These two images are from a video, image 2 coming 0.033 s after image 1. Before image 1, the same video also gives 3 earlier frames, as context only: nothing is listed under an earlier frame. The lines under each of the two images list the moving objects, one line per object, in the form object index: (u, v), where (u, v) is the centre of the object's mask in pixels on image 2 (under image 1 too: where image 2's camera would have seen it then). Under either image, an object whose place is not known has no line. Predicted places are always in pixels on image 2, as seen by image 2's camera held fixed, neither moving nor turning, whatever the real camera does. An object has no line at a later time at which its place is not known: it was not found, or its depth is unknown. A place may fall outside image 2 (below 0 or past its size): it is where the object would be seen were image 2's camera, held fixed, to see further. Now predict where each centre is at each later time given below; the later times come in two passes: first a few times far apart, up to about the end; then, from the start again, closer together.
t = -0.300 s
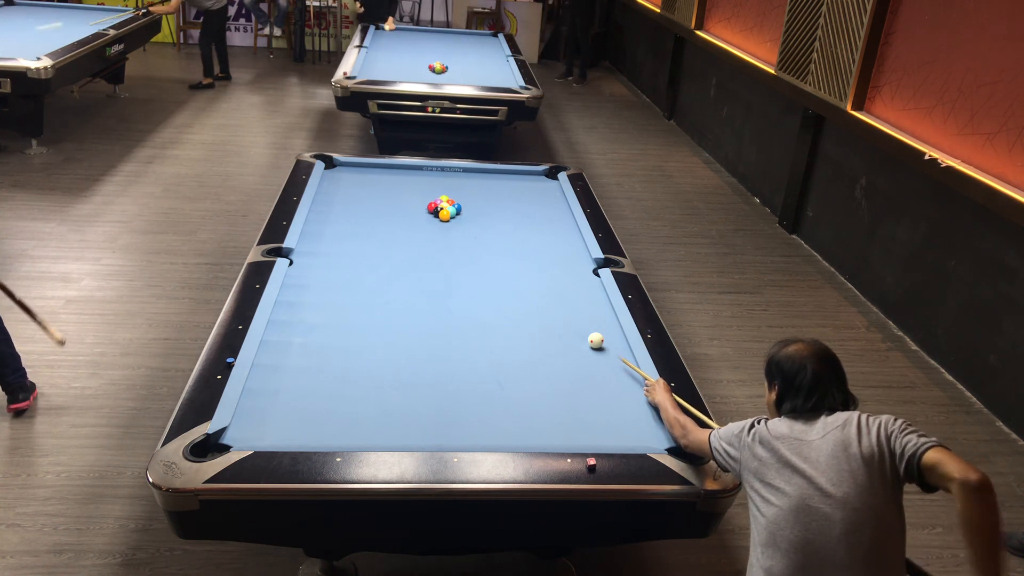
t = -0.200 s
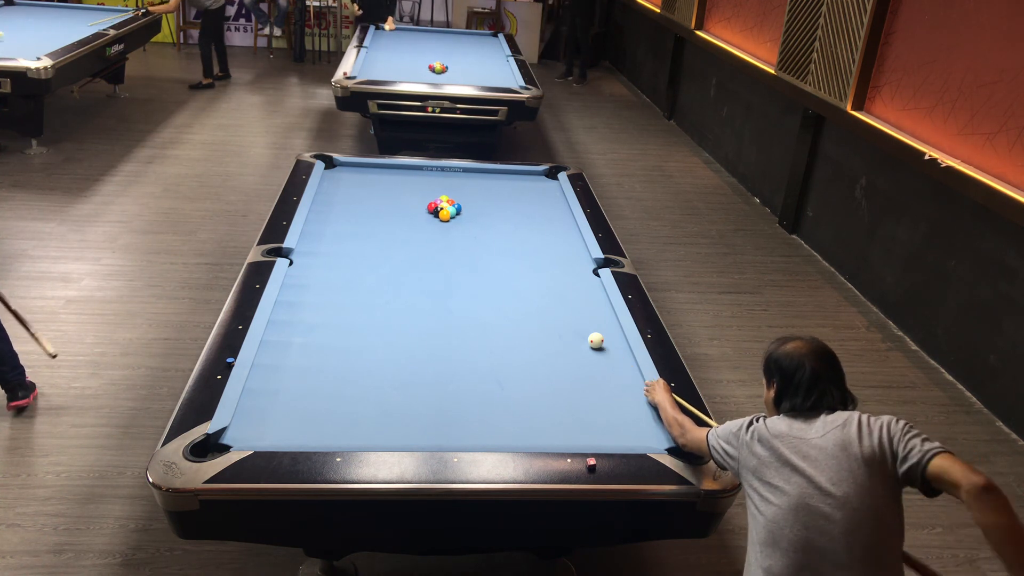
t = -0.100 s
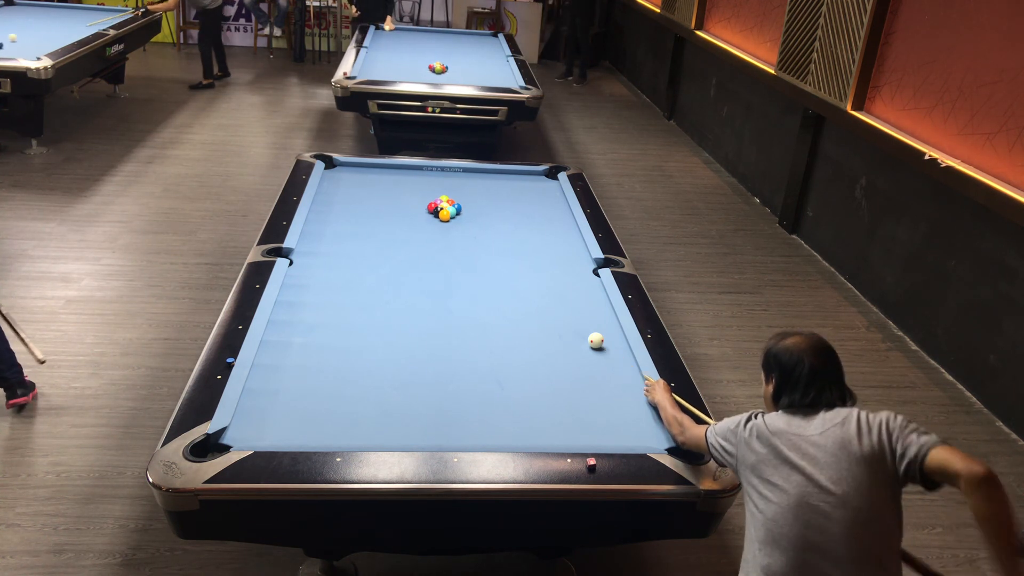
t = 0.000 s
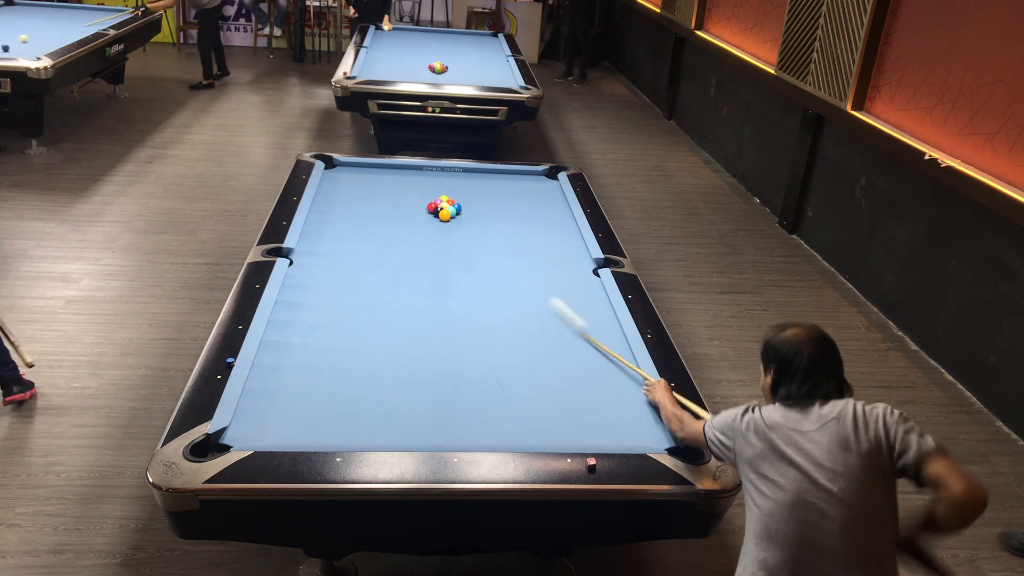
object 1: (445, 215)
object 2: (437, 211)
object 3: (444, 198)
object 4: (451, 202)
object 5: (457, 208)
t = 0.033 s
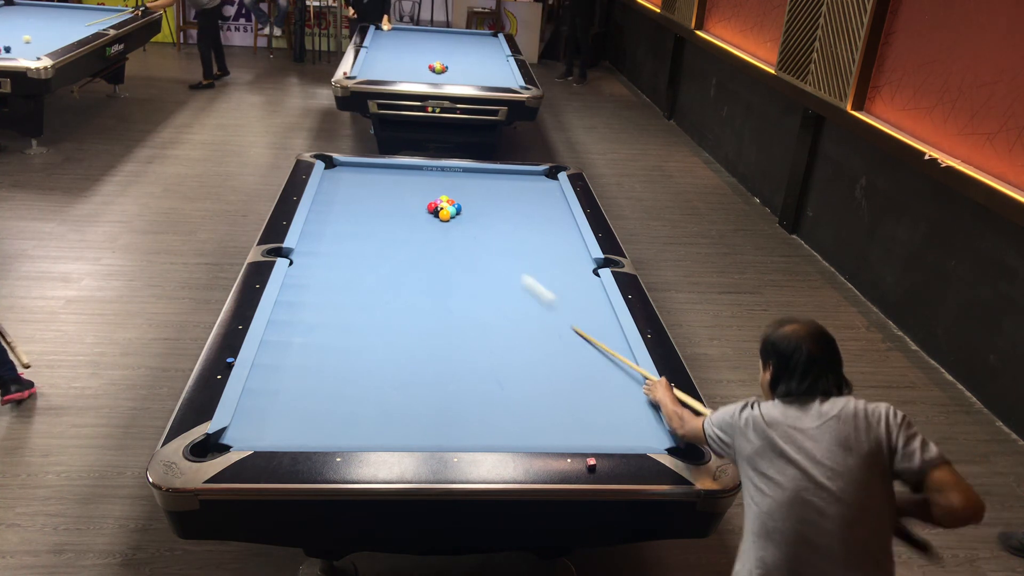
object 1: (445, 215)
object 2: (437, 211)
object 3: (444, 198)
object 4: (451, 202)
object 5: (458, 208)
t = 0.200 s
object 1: (435, 218)
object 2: (426, 211)
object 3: (451, 194)
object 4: (454, 201)
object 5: (462, 206)
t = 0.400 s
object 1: (401, 230)
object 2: (382, 213)
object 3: (480, 174)
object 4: (470, 193)
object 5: (483, 199)
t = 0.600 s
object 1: (367, 243)
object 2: (340, 215)
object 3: (497, 179)
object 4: (483, 186)
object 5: (502, 193)
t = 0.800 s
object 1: (329, 257)
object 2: (320, 218)
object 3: (506, 184)
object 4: (496, 179)
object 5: (528, 190)
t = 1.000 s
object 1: (295, 272)
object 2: (339, 225)
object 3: (506, 185)
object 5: (557, 191)
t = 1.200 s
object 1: (309, 284)
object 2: (357, 231)
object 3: (505, 185)
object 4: (537, 177)
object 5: (541, 190)
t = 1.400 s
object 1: (322, 296)
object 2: (376, 238)
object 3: (505, 186)
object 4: (532, 178)
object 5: (525, 190)
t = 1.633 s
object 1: (339, 310)
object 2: (397, 246)
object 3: (503, 183)
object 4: (529, 182)
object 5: (509, 190)
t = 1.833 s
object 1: (352, 322)
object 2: (415, 252)
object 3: (499, 182)
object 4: (528, 183)
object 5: (499, 191)
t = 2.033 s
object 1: (367, 335)
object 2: (433, 259)
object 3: (495, 182)
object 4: (526, 186)
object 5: (490, 192)
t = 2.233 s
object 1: (381, 348)
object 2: (450, 266)
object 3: (492, 181)
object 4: (525, 187)
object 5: (481, 193)
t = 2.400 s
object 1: (393, 359)
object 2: (465, 271)
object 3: (489, 180)
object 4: (524, 189)
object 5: (474, 194)
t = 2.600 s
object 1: (408, 373)
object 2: (482, 278)
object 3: (487, 179)
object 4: (522, 190)
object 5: (467, 195)
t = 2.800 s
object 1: (422, 387)
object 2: (499, 284)
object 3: (485, 178)
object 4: (522, 192)
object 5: (459, 196)
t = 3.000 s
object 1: (437, 401)
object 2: (516, 290)
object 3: (483, 178)
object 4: (521, 193)
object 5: (453, 197)
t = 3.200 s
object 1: (452, 415)
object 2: (533, 296)
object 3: (482, 177)
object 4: (520, 194)
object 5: (447, 197)
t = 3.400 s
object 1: (466, 430)
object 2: (549, 302)
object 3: (481, 177)
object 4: (520, 195)
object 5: (440, 198)
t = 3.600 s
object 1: (480, 436)
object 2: (565, 308)
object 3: (481, 177)
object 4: (519, 195)
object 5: (436, 199)
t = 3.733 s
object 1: (486, 433)
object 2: (575, 312)
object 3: (481, 177)
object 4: (519, 196)
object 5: (433, 200)
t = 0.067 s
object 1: (444, 215)
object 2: (437, 211)
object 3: (444, 198)
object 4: (451, 202)
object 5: (458, 208)
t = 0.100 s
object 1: (445, 215)
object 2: (437, 211)
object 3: (444, 198)
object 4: (451, 202)
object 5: (458, 208)
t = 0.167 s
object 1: (442, 215)
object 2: (432, 210)
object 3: (446, 197)
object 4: (451, 201)
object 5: (459, 207)
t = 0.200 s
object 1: (435, 218)
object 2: (426, 211)
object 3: (451, 194)
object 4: (454, 201)
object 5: (462, 206)
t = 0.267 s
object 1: (423, 222)
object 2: (410, 212)
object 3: (462, 187)
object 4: (460, 199)
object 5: (470, 204)
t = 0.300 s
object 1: (417, 225)
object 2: (403, 213)
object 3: (467, 183)
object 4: (462, 197)
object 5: (473, 203)
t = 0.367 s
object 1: (406, 229)
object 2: (389, 213)
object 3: (476, 177)
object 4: (467, 195)
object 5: (480, 200)
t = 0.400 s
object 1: (401, 230)
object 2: (382, 213)
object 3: (480, 174)
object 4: (470, 193)
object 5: (483, 199)
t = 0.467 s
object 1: (389, 235)
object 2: (368, 214)
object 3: (487, 171)
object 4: (474, 191)
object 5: (490, 197)
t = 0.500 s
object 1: (384, 237)
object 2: (361, 214)
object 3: (489, 173)
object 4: (477, 189)
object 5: (493, 196)
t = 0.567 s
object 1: (372, 241)
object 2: (347, 215)
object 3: (495, 177)
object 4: (481, 187)
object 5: (500, 193)
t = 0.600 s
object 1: (367, 243)
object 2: (340, 215)
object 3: (497, 179)
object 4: (483, 186)
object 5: (502, 193)
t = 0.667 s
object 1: (354, 248)
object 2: (325, 215)
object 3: (503, 182)
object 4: (488, 183)
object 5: (509, 190)
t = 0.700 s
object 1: (348, 250)
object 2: (319, 215)
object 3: (505, 183)
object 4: (490, 182)
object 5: (512, 189)
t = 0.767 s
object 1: (336, 255)
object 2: (316, 216)
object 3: (506, 184)
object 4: (493, 180)
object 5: (522, 189)
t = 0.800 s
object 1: (329, 257)
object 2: (320, 218)
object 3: (506, 184)
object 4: (496, 179)
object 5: (528, 190)
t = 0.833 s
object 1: (323, 260)
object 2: (323, 219)
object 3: (506, 184)
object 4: (499, 177)
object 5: (533, 190)
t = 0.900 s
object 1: (310, 264)
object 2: (330, 221)
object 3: (506, 185)
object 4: (516, 178)
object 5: (543, 190)
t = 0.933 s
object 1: (304, 267)
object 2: (332, 222)
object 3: (506, 185)
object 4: (525, 178)
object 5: (549, 189)
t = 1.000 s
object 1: (295, 272)
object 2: (339, 225)
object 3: (506, 185)
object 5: (557, 191)
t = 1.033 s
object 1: (298, 274)
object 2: (342, 226)
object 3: (505, 185)
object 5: (554, 191)
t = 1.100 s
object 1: (302, 278)
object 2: (348, 228)
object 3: (505, 185)
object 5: (549, 191)
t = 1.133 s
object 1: (305, 280)
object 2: (351, 229)
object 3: (505, 185)
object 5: (546, 190)
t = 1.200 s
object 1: (309, 284)
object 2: (357, 231)
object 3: (505, 185)
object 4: (537, 177)
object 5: (541, 190)
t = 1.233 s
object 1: (311, 286)
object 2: (360, 233)
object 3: (505, 185)
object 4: (534, 177)
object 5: (538, 190)
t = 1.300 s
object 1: (316, 290)
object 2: (366, 235)
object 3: (505, 186)
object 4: (531, 177)
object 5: (533, 190)
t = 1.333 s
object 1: (318, 292)
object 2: (369, 236)
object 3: (505, 186)
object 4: (532, 178)
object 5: (530, 190)
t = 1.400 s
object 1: (322, 296)
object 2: (376, 238)
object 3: (505, 186)
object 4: (532, 178)
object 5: (525, 190)
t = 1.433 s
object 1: (325, 298)
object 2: (379, 239)
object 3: (505, 185)
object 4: (531, 179)
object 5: (522, 189)
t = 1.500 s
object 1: (329, 302)
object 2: (385, 241)
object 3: (504, 185)
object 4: (531, 180)
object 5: (517, 189)
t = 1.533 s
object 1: (332, 304)
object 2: (388, 243)
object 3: (504, 184)
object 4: (530, 180)
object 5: (515, 189)
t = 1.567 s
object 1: (334, 306)
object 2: (391, 244)
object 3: (504, 184)
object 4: (530, 181)
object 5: (513, 189)
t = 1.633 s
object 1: (339, 310)
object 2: (397, 246)
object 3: (503, 183)
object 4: (529, 182)
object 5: (509, 190)
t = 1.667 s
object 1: (341, 312)
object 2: (400, 247)
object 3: (502, 183)
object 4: (529, 182)
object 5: (508, 190)
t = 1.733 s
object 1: (345, 316)
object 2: (406, 249)
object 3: (500, 183)
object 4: (528, 182)
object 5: (504, 190)
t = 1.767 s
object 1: (348, 318)
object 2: (409, 250)
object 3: (500, 182)
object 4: (528, 183)
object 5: (503, 191)
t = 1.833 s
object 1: (352, 322)
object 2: (415, 252)
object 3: (499, 182)
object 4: (528, 183)
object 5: (499, 191)
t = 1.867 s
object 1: (355, 324)
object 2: (418, 254)
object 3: (498, 182)
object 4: (528, 184)
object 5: (498, 191)
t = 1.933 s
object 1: (360, 329)
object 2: (424, 256)
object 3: (497, 182)
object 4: (527, 185)
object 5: (495, 192)
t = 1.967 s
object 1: (362, 331)
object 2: (427, 257)
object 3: (497, 182)
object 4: (527, 185)
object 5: (493, 192)
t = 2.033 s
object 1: (367, 335)
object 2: (433, 259)
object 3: (495, 182)
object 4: (526, 186)
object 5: (490, 192)
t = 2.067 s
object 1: (369, 337)
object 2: (436, 260)
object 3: (495, 182)
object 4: (526, 186)
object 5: (488, 192)
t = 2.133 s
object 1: (374, 342)
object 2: (442, 263)
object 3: (494, 181)
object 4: (526, 187)
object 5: (485, 193)
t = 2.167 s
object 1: (376, 344)
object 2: (445, 264)
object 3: (493, 181)
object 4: (525, 187)
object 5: (484, 193)
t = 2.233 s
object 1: (381, 348)
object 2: (450, 266)
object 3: (492, 181)
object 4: (525, 187)
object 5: (481, 193)
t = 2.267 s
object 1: (383, 350)
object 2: (454, 267)
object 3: (491, 181)
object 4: (524, 188)
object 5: (480, 194)
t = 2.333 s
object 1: (388, 355)
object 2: (459, 269)
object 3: (490, 180)
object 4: (524, 188)
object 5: (477, 194)
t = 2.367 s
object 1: (390, 357)
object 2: (462, 270)
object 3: (490, 180)
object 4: (524, 189)
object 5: (476, 194)
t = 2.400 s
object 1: (393, 359)
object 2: (465, 271)
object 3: (489, 180)
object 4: (524, 189)
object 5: (474, 194)
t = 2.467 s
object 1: (398, 364)
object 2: (471, 273)
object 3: (488, 180)
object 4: (523, 189)
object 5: (472, 195)
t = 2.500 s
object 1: (400, 366)
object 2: (474, 275)
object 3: (488, 179)
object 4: (523, 190)
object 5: (470, 195)
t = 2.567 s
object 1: (405, 370)
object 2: (479, 277)
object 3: (487, 179)
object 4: (523, 190)
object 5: (468, 195)
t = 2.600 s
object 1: (408, 373)
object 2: (482, 278)
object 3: (487, 179)
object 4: (522, 190)
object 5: (467, 195)
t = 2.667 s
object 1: (412, 377)
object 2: (488, 280)
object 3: (486, 179)
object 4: (522, 191)
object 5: (464, 196)
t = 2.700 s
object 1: (415, 379)
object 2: (491, 281)
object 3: (486, 179)
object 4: (522, 191)
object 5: (463, 196)
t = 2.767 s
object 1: (420, 384)
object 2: (496, 283)
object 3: (485, 178)
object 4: (522, 192)
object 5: (460, 196)
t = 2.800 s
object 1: (422, 387)
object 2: (499, 284)
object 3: (485, 178)
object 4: (522, 192)
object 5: (459, 196)
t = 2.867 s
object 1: (427, 391)
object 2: (505, 286)
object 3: (484, 178)
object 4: (521, 192)
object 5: (457, 197)
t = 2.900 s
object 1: (429, 393)
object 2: (508, 287)
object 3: (484, 178)
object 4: (521, 192)
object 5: (456, 197)
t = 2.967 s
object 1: (434, 398)
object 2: (513, 289)
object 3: (483, 178)
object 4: (521, 193)
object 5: (454, 197)
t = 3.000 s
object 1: (437, 401)
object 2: (516, 290)
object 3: (483, 178)
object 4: (521, 193)
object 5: (453, 197)
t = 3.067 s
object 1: (442, 406)
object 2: (521, 292)
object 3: (483, 178)
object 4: (521, 193)
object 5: (451, 197)
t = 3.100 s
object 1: (444, 408)
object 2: (524, 293)
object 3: (483, 177)
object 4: (521, 193)
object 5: (450, 197)
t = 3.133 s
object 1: (447, 410)
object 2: (527, 294)
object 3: (482, 177)
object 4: (521, 194)
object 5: (449, 197)
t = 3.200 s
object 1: (452, 415)
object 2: (533, 296)
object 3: (482, 177)
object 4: (520, 194)
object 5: (447, 197)
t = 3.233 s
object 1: (454, 417)
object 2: (535, 297)
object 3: (482, 177)
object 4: (520, 194)
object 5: (446, 197)
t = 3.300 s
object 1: (459, 422)
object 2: (541, 299)
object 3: (482, 177)
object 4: (520, 194)
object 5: (444, 197)
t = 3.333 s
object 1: (461, 425)
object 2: (544, 300)
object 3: (482, 177)
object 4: (520, 194)
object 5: (442, 197)
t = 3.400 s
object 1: (466, 430)
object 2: (549, 302)
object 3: (481, 177)
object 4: (520, 195)
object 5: (440, 198)
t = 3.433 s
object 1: (469, 432)
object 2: (552, 303)
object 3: (481, 177)
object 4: (520, 195)
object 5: (439, 198)
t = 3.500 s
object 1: (474, 436)
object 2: (557, 305)
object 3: (481, 177)
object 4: (519, 195)
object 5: (438, 198)
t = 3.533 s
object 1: (476, 437)
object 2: (560, 306)
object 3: (481, 177)
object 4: (519, 195)
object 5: (437, 199)
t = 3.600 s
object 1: (480, 436)
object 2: (565, 308)
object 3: (481, 177)
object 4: (519, 195)
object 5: (436, 199)
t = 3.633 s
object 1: (482, 436)
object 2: (568, 309)
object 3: (481, 177)
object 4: (519, 195)
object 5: (435, 199)
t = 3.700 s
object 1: (485, 434)
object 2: (573, 311)
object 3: (481, 177)
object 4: (519, 196)
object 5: (434, 200)
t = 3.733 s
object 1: (486, 433)
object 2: (575, 312)
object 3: (481, 177)
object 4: (519, 196)
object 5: (433, 200)
